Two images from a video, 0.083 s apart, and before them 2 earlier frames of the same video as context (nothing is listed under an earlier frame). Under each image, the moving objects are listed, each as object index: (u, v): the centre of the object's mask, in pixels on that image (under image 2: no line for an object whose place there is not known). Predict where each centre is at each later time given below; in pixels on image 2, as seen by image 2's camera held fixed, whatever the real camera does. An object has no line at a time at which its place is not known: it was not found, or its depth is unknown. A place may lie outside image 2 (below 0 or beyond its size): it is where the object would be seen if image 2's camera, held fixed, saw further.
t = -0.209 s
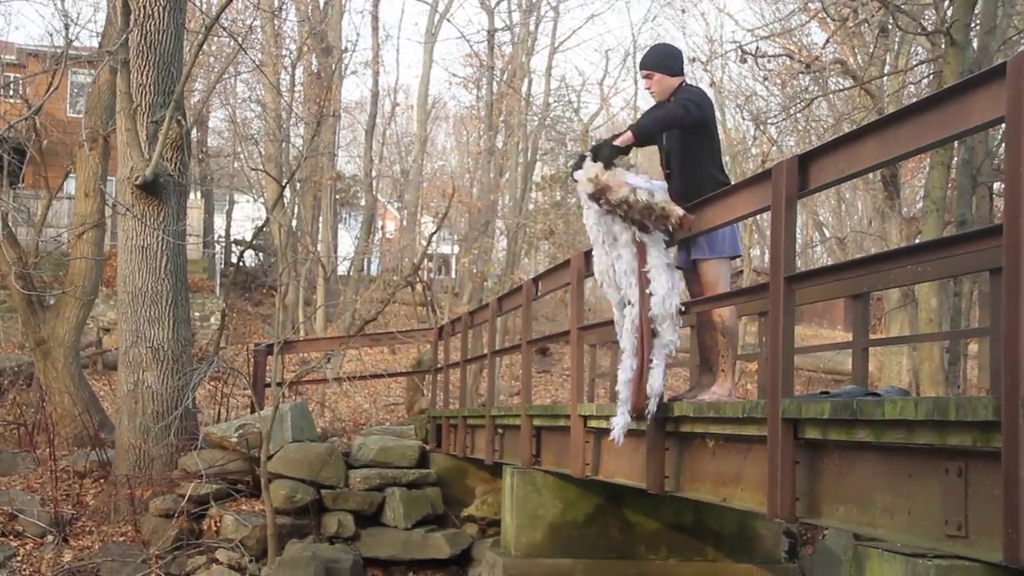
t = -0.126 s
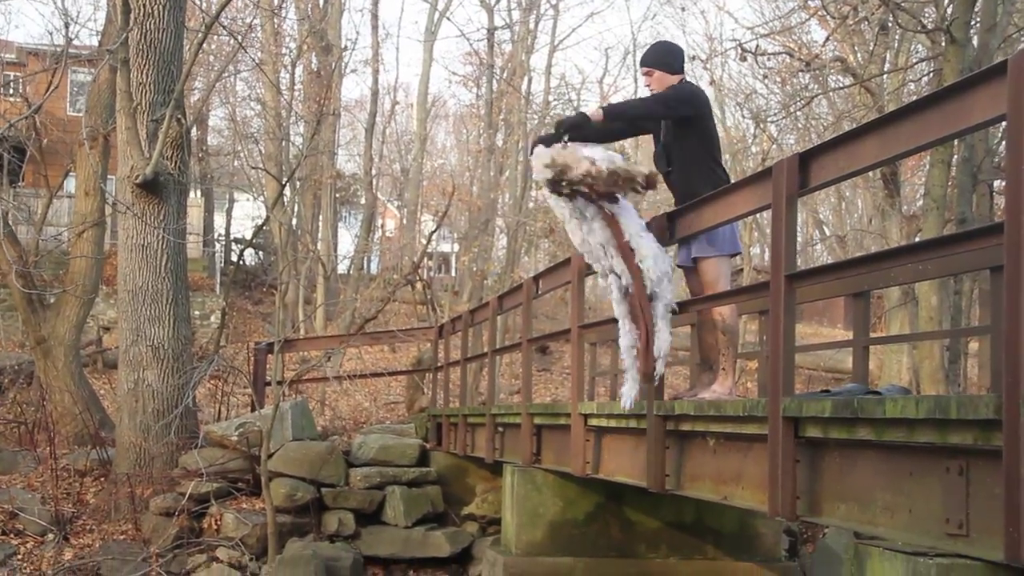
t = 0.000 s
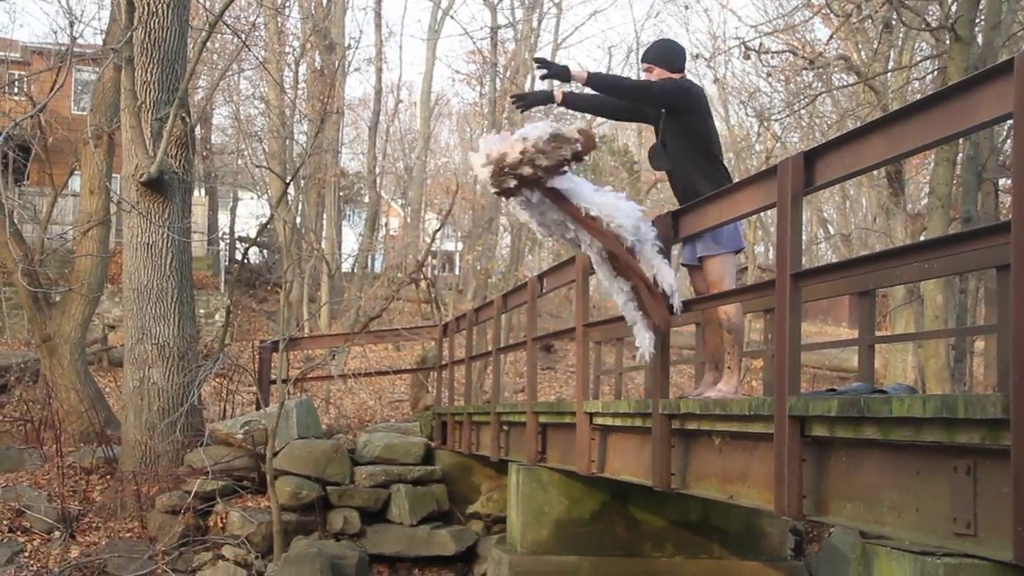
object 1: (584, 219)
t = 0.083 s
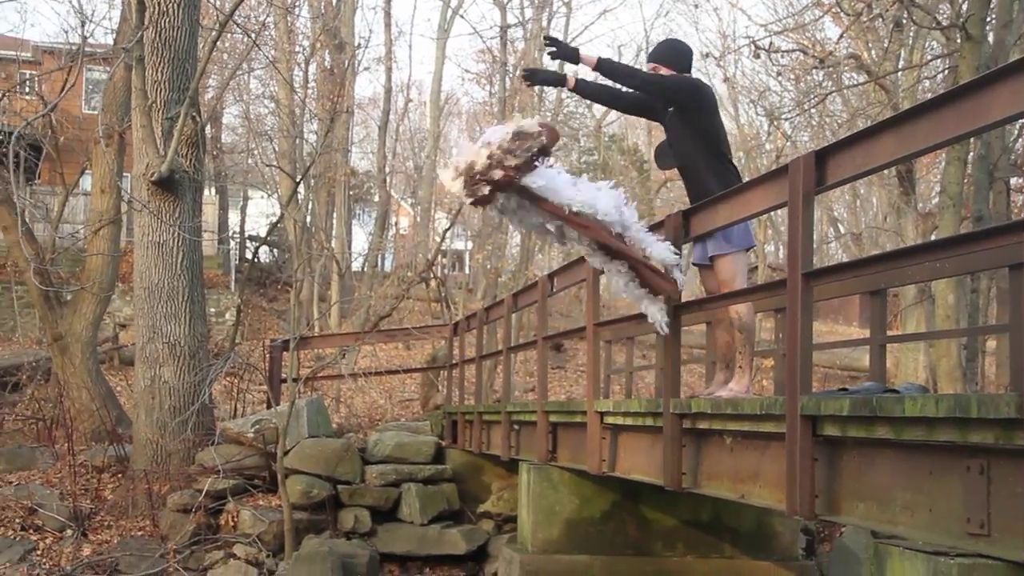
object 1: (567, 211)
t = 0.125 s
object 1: (548, 210)
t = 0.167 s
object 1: (534, 213)
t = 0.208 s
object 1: (515, 222)
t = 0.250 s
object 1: (499, 230)
